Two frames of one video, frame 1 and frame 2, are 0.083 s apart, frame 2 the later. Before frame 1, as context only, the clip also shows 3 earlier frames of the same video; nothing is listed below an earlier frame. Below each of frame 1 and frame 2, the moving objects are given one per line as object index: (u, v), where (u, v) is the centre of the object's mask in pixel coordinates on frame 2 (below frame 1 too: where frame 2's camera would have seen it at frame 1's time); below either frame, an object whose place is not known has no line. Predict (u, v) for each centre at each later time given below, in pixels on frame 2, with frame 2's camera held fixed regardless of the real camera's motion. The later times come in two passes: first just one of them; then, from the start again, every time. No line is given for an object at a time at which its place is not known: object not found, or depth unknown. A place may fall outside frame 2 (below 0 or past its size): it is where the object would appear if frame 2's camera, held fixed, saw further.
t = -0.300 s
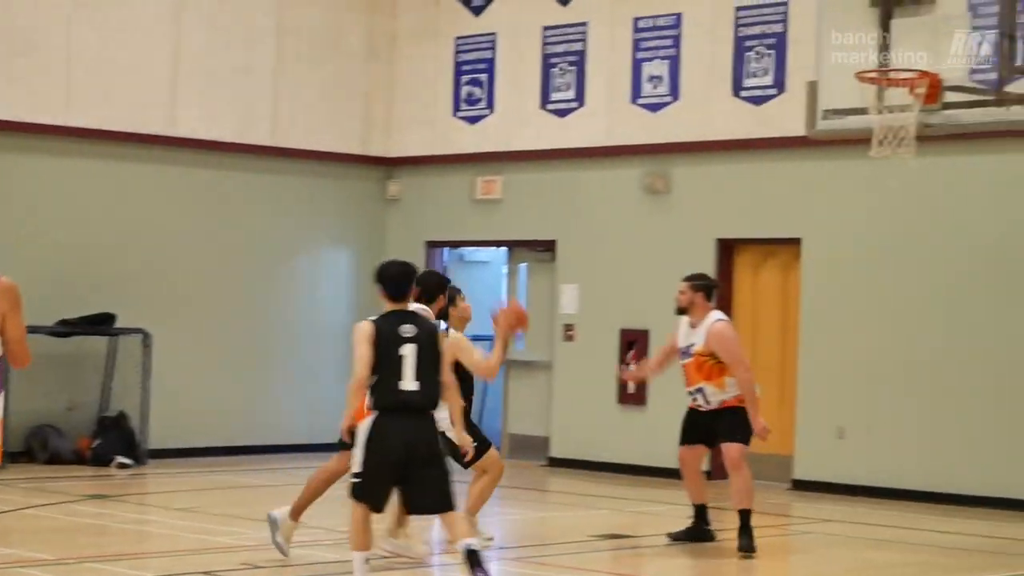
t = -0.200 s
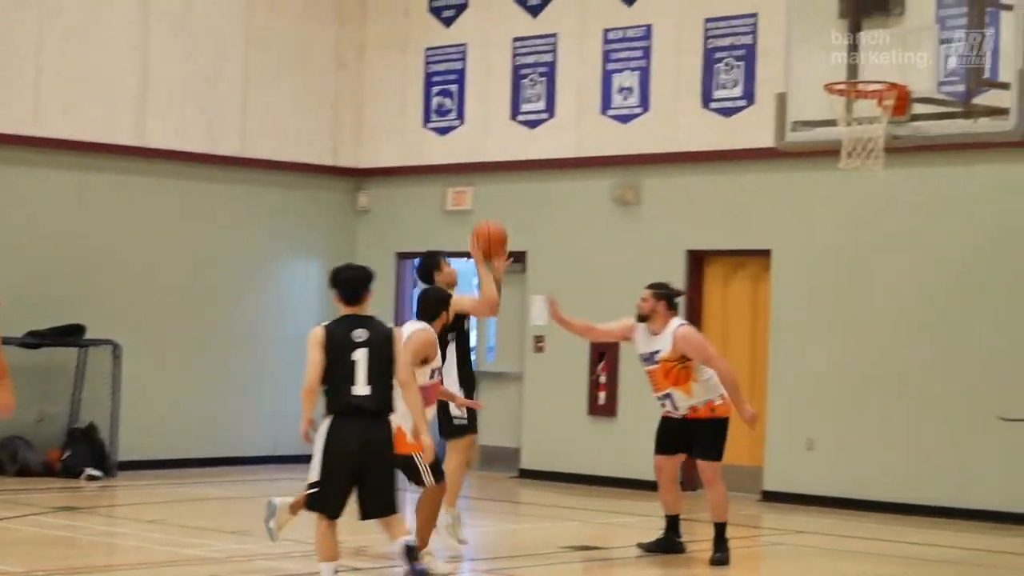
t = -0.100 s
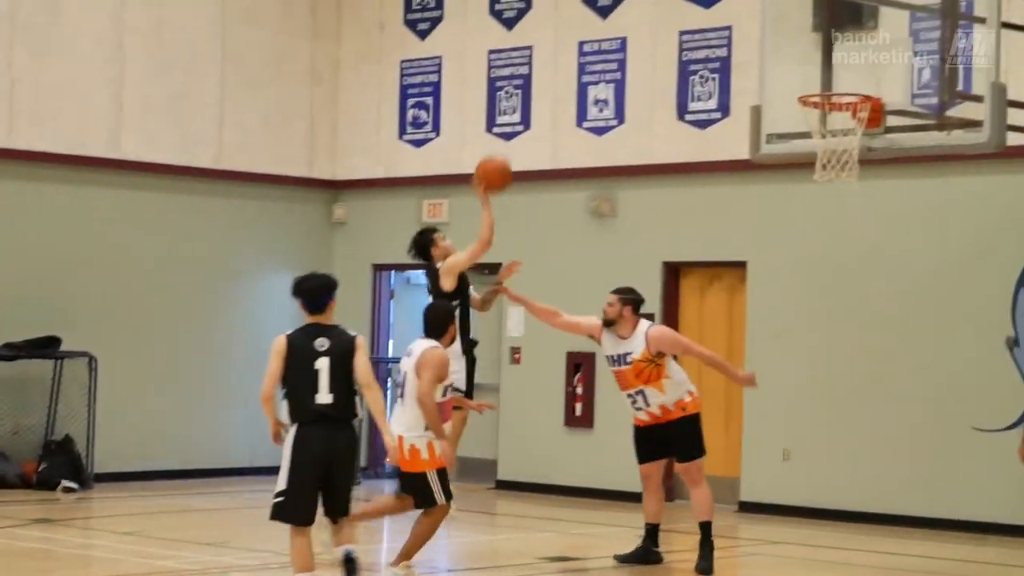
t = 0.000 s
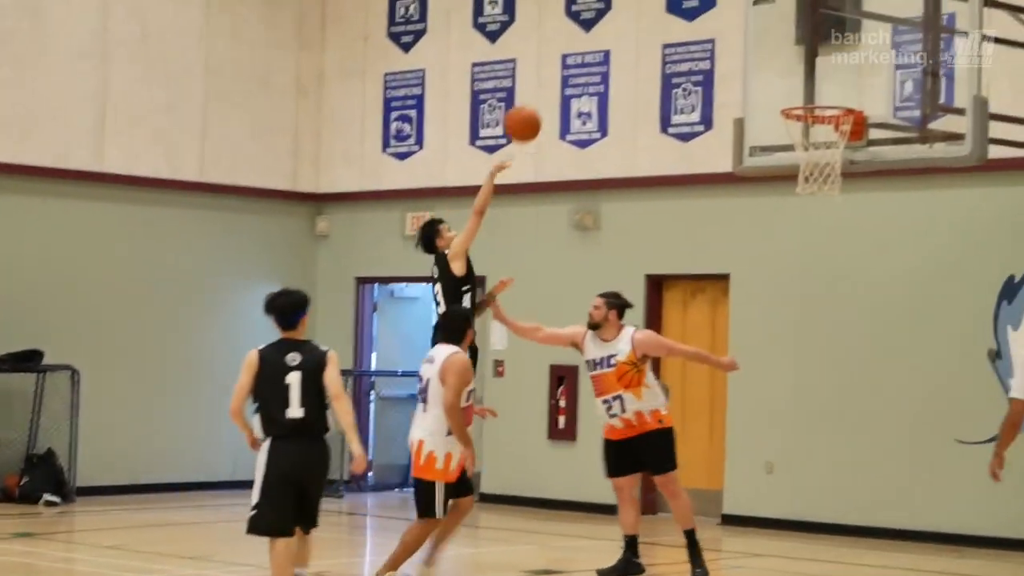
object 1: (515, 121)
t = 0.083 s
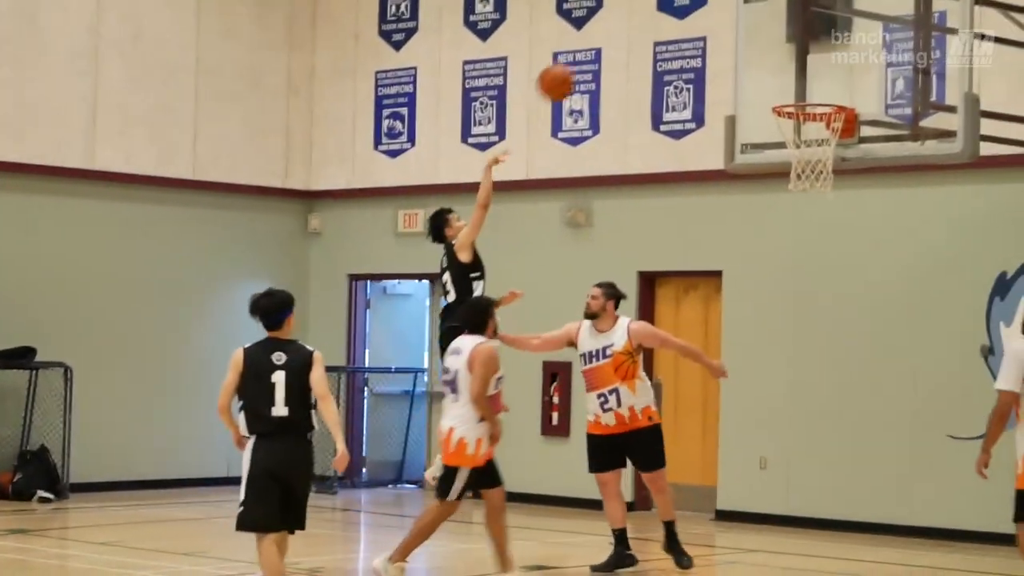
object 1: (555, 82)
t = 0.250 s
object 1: (638, 36)
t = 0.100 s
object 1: (564, 76)
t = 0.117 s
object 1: (573, 69)
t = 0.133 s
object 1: (582, 64)
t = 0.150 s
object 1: (590, 59)
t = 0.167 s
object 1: (598, 54)
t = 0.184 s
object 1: (605, 50)
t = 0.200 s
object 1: (613, 46)
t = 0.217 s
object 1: (621, 42)
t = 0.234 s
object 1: (630, 39)
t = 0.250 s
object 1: (638, 36)
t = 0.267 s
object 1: (646, 34)
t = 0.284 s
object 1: (654, 32)
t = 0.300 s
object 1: (662, 30)
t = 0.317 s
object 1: (670, 29)
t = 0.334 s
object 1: (678, 28)
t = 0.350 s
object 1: (686, 28)
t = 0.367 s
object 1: (695, 28)
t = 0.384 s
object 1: (704, 29)
